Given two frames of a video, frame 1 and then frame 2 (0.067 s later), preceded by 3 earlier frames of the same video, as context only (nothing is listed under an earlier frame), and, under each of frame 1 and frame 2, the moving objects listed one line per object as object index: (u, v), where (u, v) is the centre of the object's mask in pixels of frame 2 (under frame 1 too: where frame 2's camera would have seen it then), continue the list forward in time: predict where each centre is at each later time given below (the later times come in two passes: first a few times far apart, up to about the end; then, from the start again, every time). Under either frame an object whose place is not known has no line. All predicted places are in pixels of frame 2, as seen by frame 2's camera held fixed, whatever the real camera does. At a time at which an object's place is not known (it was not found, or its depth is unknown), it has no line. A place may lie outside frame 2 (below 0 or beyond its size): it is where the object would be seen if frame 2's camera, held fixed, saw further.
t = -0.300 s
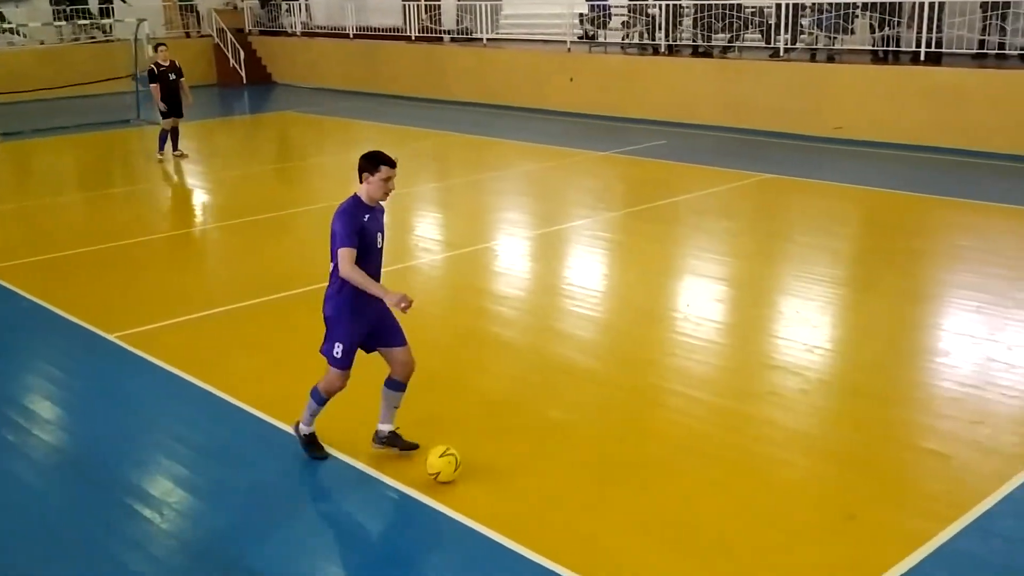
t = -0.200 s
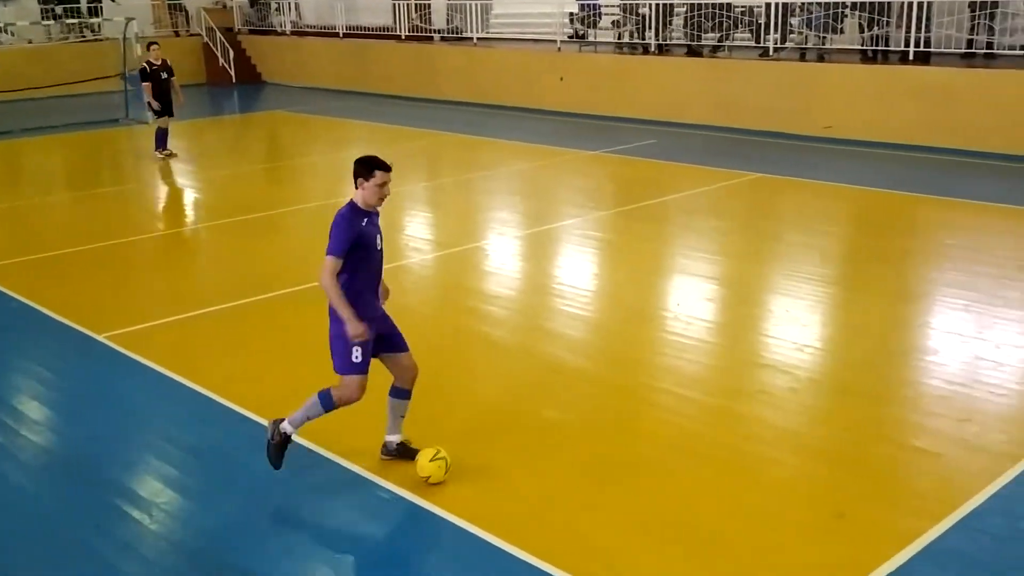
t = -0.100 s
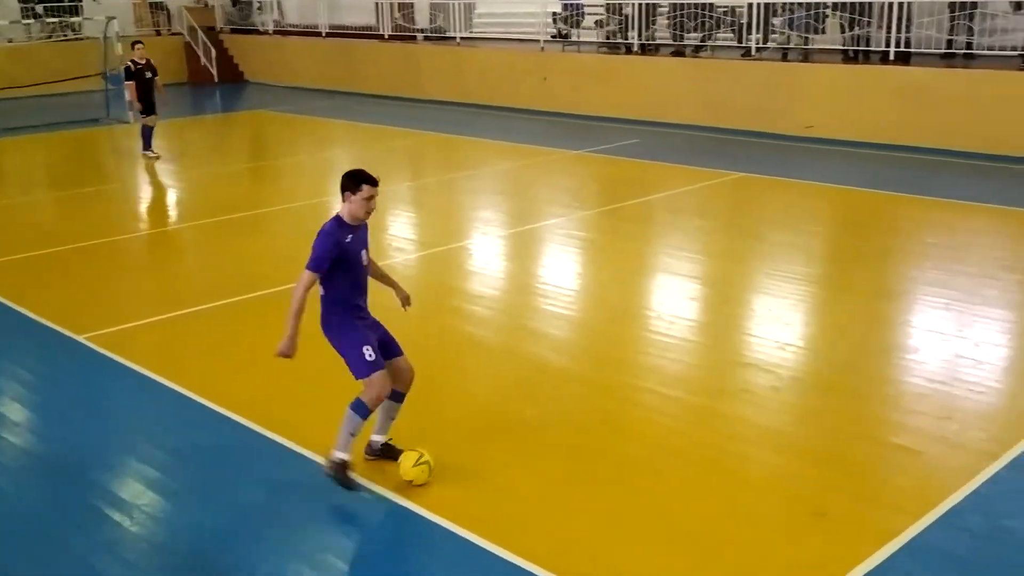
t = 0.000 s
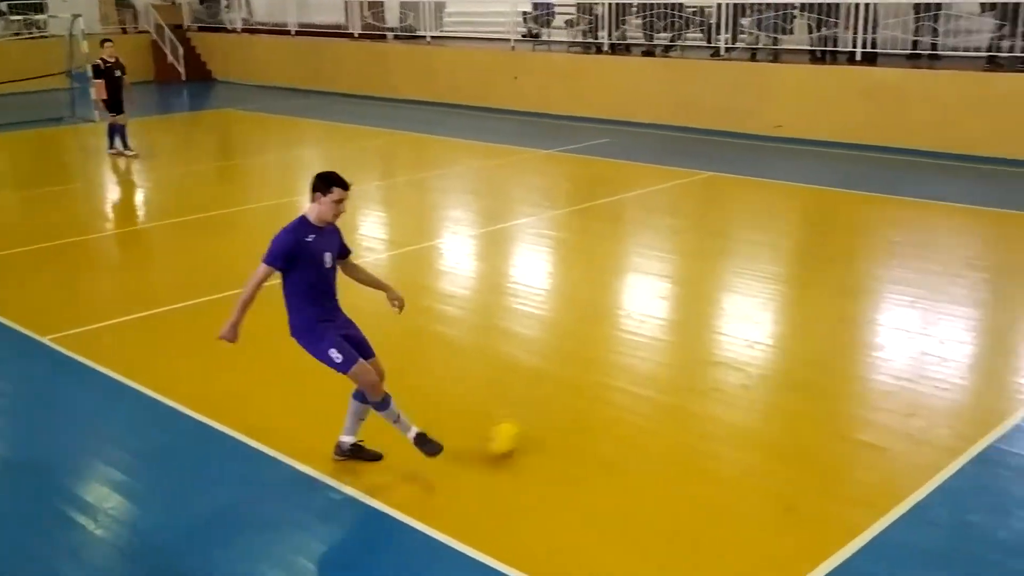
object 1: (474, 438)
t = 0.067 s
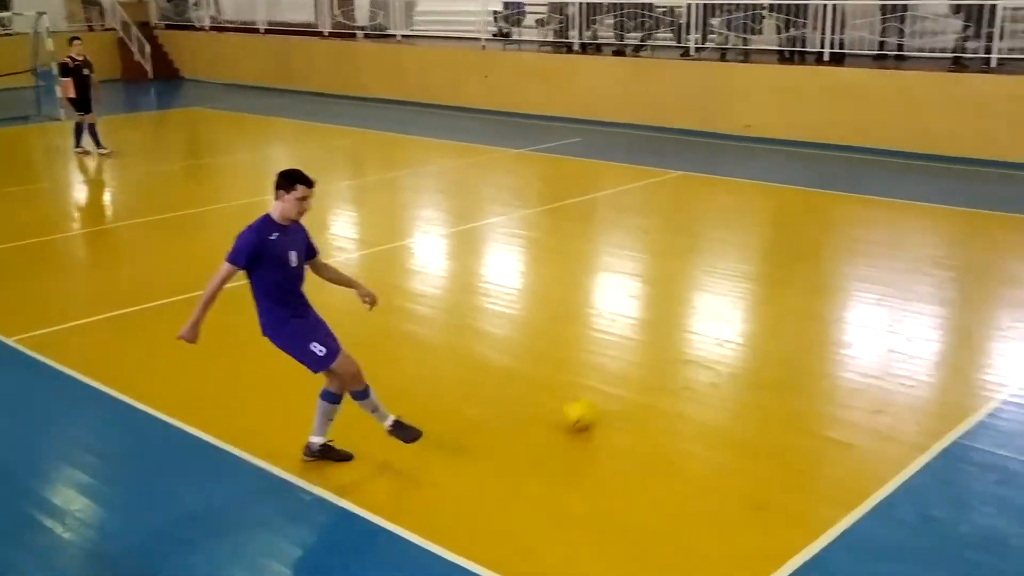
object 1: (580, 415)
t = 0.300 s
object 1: (851, 346)
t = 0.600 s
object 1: (1069, 292)
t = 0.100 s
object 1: (627, 402)
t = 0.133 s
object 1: (672, 394)
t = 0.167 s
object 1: (712, 381)
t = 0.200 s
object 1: (750, 372)
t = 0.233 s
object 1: (787, 363)
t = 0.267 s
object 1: (820, 355)
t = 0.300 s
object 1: (851, 346)
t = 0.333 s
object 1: (881, 338)
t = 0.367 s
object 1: (909, 331)
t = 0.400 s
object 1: (936, 325)
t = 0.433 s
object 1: (962, 320)
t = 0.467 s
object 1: (986, 313)
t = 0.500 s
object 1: (1008, 307)
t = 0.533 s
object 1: (1030, 302)
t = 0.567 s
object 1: (1051, 297)
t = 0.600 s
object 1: (1069, 292)
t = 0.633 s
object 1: (1088, 289)
